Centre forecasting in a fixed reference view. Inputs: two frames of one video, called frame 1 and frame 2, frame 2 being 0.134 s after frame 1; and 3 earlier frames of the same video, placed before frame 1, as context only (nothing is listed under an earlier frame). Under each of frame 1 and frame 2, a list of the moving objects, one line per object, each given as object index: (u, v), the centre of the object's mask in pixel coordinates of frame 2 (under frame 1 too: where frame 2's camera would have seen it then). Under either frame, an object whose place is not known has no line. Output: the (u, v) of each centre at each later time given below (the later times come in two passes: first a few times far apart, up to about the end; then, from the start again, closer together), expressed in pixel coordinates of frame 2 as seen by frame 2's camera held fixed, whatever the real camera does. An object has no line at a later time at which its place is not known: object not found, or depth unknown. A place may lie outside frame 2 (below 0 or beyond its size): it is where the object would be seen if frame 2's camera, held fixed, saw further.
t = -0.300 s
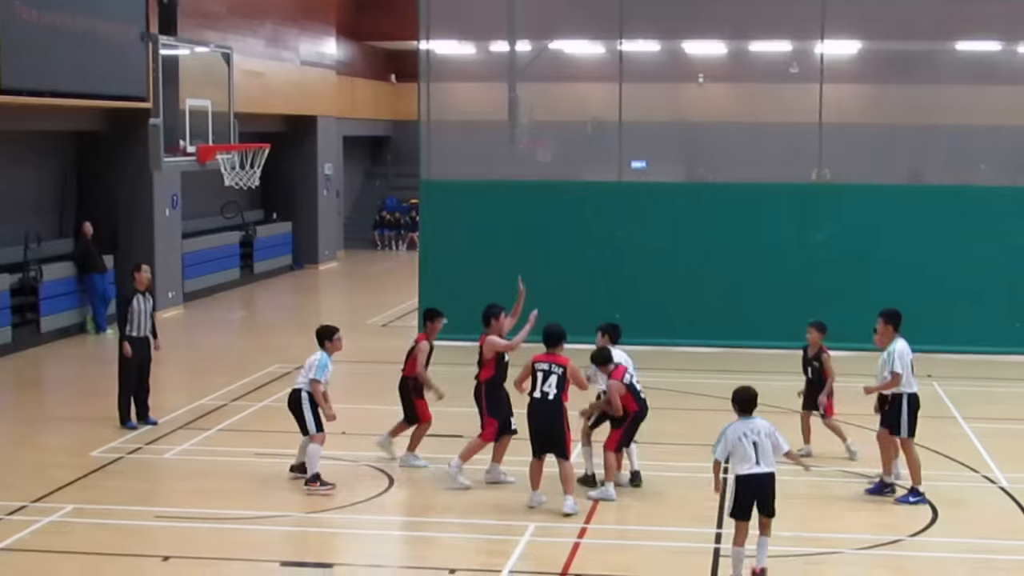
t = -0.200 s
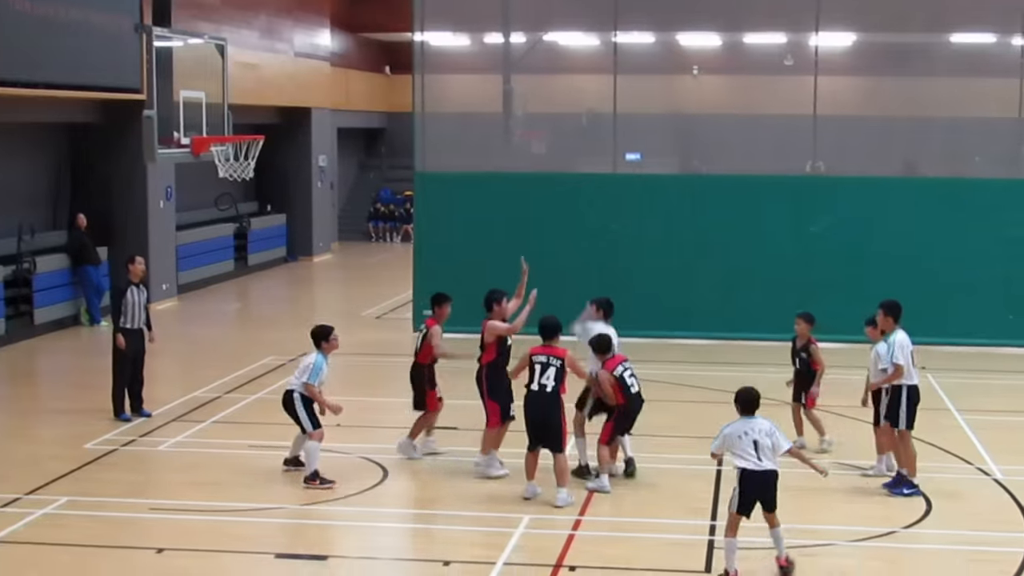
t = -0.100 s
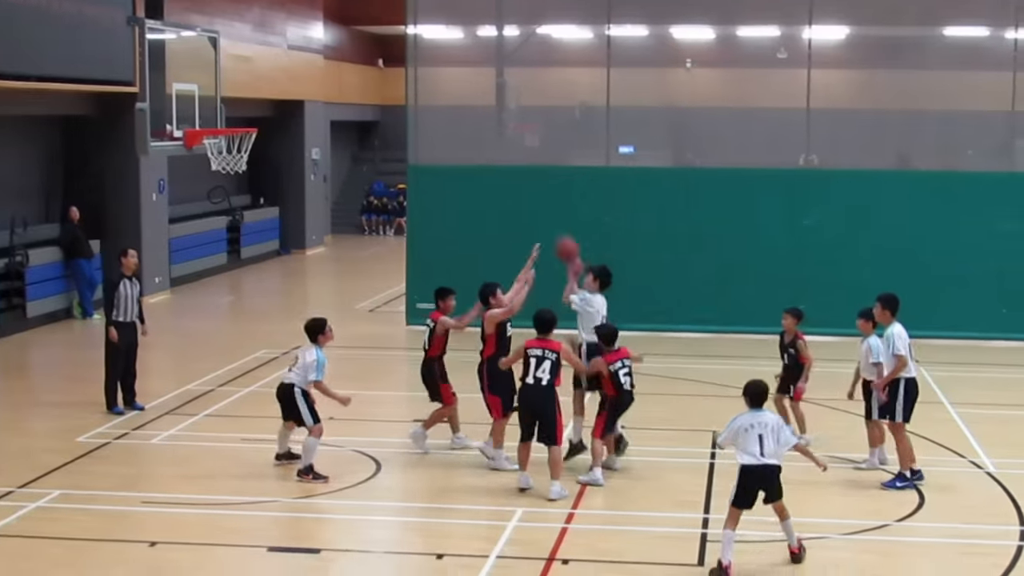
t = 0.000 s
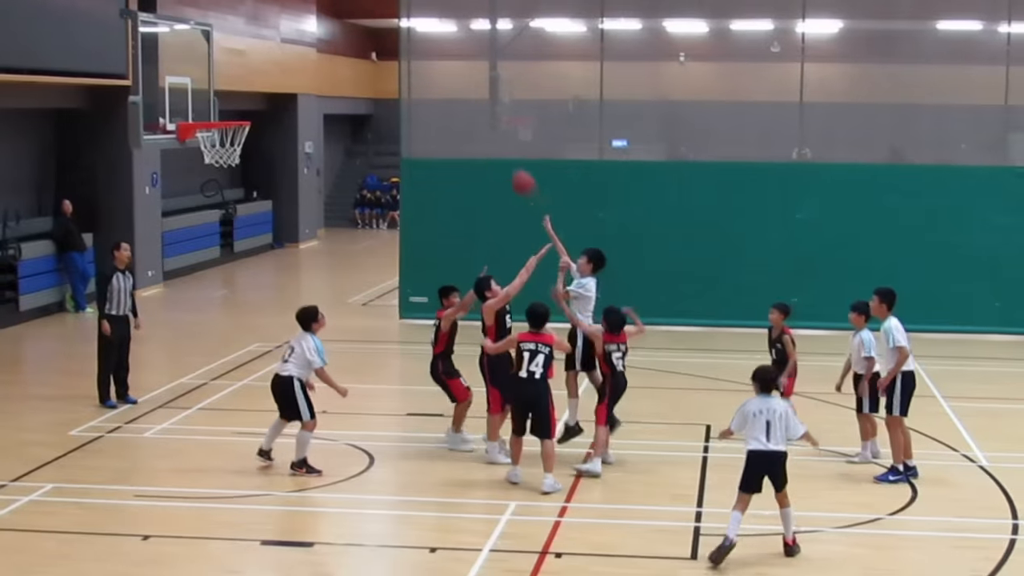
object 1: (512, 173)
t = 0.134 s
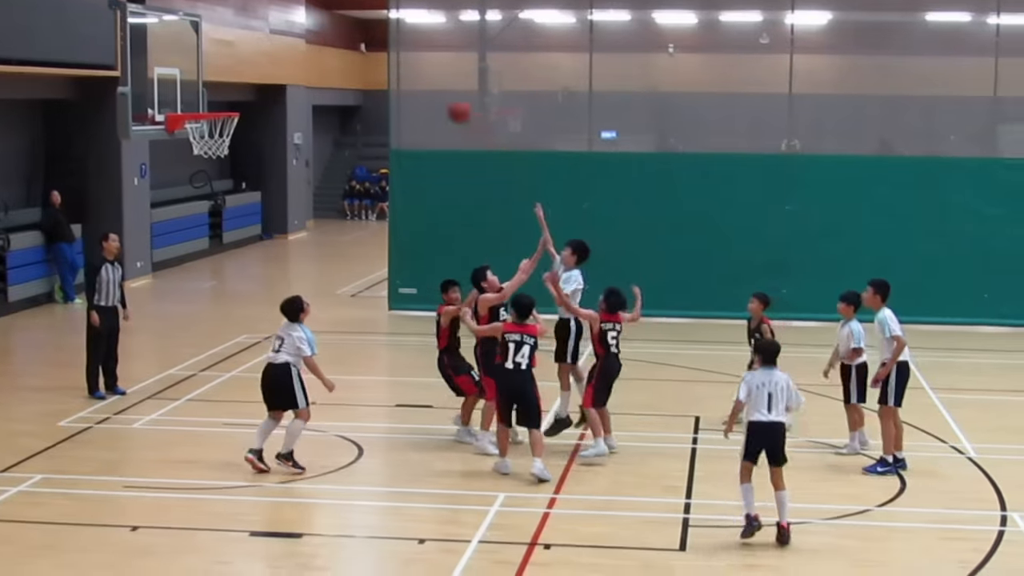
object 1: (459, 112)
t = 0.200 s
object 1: (432, 86)
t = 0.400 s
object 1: (354, 38)
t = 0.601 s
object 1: (275, 36)
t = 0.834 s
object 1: (186, 86)
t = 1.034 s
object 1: (236, 139)
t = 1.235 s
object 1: (248, 150)
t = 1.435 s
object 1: (254, 201)
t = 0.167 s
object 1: (444, 98)
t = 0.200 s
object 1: (432, 86)
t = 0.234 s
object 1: (419, 75)
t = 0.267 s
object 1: (406, 65)
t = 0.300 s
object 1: (392, 57)
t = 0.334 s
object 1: (380, 49)
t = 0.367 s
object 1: (367, 44)
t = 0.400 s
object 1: (354, 38)
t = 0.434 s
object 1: (343, 33)
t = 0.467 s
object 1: (330, 31)
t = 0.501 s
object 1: (313, 33)
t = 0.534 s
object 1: (301, 33)
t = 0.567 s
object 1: (288, 34)
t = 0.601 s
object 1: (275, 36)
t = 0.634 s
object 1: (262, 39)
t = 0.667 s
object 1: (249, 44)
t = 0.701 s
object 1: (236, 50)
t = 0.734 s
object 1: (224, 57)
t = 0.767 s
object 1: (211, 66)
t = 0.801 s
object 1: (198, 75)
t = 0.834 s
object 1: (186, 86)
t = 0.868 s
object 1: (193, 94)
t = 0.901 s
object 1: (202, 103)
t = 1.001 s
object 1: (232, 133)
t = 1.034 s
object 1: (236, 139)
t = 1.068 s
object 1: (237, 144)
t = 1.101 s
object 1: (243, 146)
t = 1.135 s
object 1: (245, 145)
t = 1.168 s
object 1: (246, 145)
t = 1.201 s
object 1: (247, 147)
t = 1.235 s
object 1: (248, 150)
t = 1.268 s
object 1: (248, 155)
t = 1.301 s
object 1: (249, 162)
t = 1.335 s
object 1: (250, 170)
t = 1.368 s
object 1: (251, 178)
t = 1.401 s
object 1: (253, 189)
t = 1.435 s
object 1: (254, 201)
